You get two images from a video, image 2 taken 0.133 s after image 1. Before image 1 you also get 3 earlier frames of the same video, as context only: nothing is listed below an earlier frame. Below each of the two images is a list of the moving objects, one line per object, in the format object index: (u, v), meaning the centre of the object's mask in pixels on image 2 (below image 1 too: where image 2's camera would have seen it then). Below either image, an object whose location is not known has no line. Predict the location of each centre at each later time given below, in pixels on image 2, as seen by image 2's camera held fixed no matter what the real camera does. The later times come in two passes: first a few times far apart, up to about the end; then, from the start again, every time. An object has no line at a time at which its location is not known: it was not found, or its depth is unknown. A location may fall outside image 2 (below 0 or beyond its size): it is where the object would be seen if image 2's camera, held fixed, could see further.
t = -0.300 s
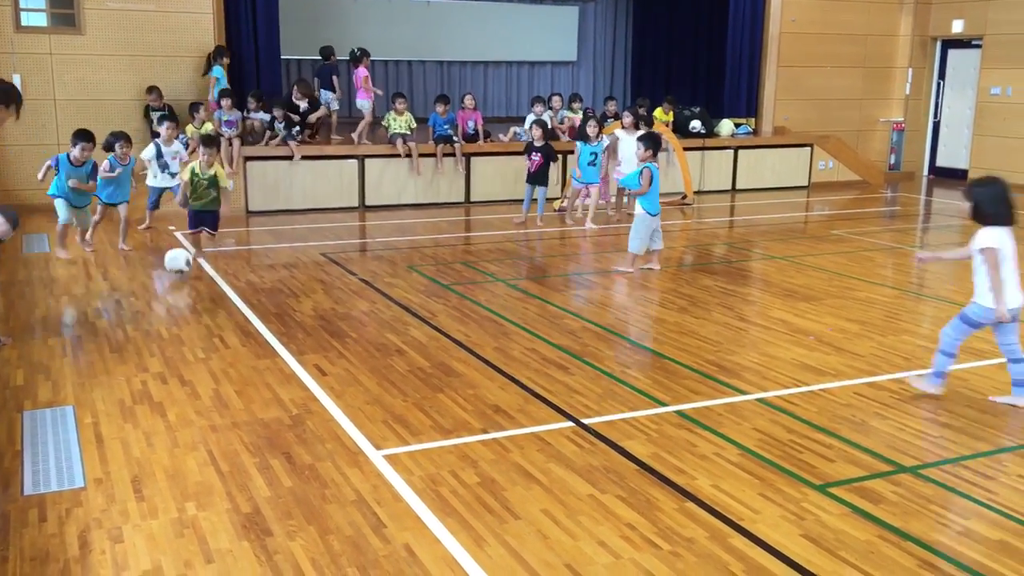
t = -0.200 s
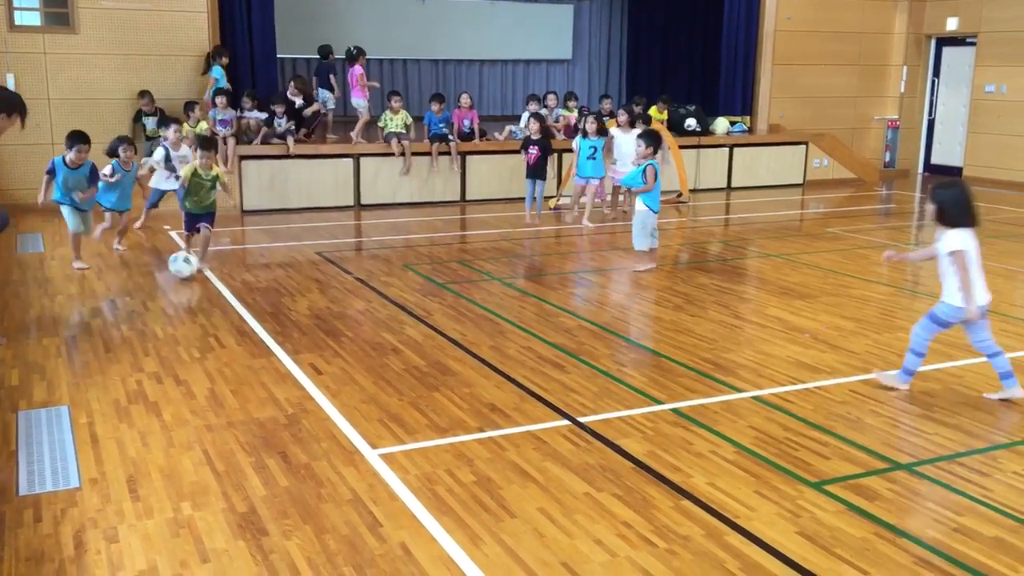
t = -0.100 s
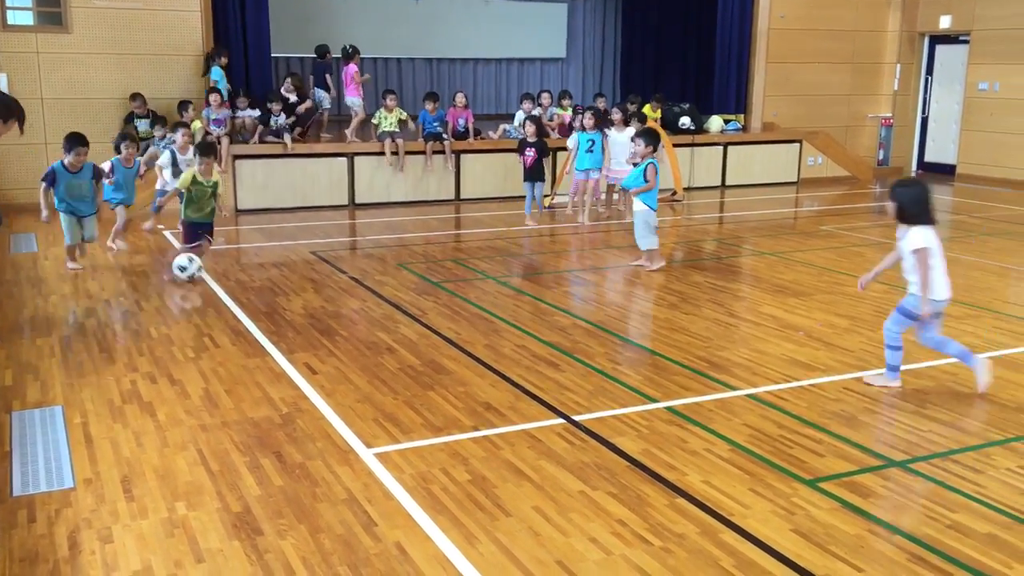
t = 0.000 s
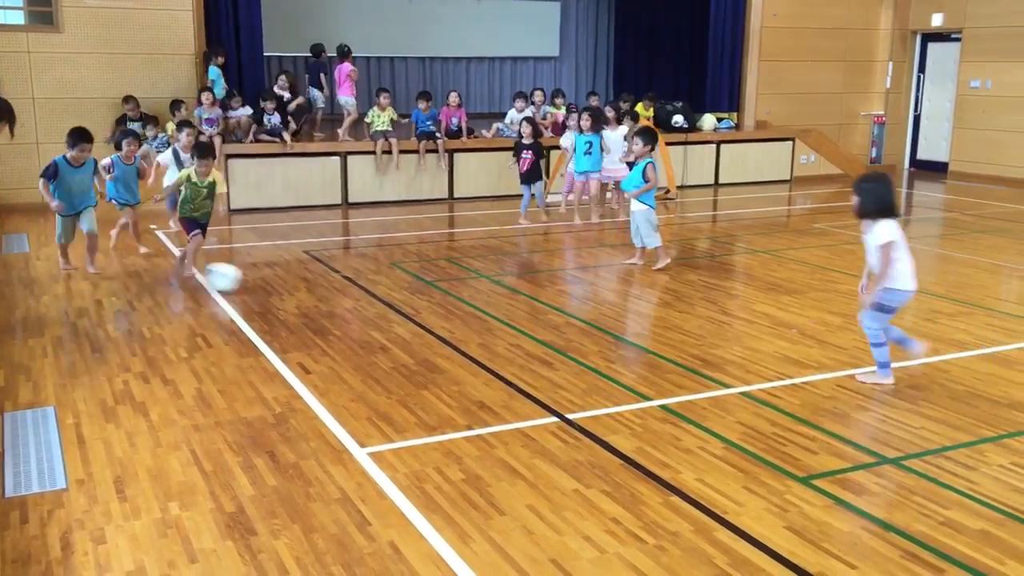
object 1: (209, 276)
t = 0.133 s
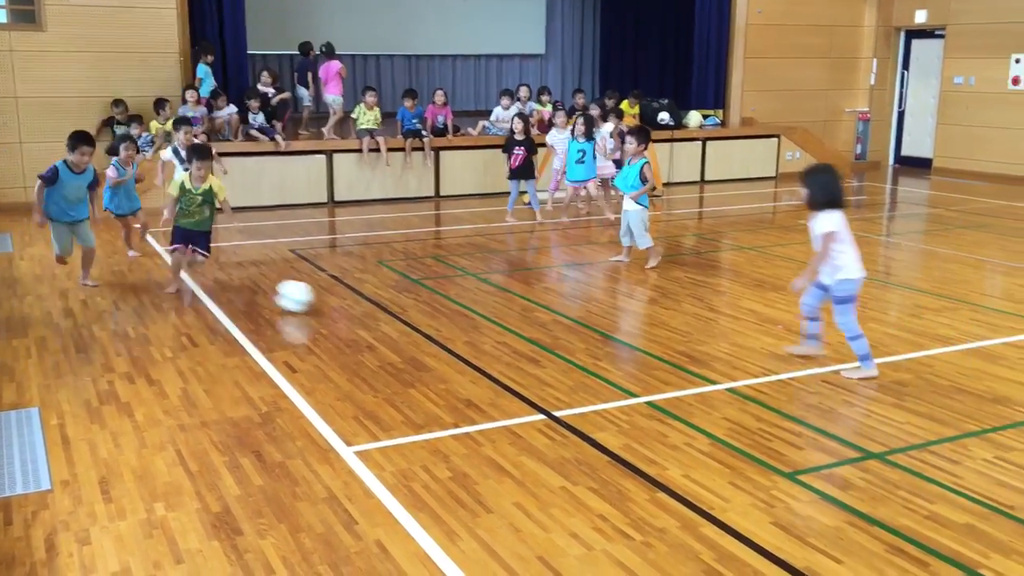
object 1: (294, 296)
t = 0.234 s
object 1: (358, 310)
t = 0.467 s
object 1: (505, 343)
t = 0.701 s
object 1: (664, 382)
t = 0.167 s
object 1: (316, 301)
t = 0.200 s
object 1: (337, 306)
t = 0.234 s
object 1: (358, 310)
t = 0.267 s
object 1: (380, 316)
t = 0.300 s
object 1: (401, 320)
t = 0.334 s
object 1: (422, 325)
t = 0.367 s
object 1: (443, 331)
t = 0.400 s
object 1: (464, 335)
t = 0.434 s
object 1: (485, 341)
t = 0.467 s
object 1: (505, 343)
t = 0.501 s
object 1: (525, 348)
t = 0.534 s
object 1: (547, 354)
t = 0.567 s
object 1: (569, 359)
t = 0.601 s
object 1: (592, 364)
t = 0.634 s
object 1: (616, 370)
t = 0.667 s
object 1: (639, 376)
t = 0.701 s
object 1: (664, 382)
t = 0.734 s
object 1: (690, 387)
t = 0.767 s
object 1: (717, 394)
